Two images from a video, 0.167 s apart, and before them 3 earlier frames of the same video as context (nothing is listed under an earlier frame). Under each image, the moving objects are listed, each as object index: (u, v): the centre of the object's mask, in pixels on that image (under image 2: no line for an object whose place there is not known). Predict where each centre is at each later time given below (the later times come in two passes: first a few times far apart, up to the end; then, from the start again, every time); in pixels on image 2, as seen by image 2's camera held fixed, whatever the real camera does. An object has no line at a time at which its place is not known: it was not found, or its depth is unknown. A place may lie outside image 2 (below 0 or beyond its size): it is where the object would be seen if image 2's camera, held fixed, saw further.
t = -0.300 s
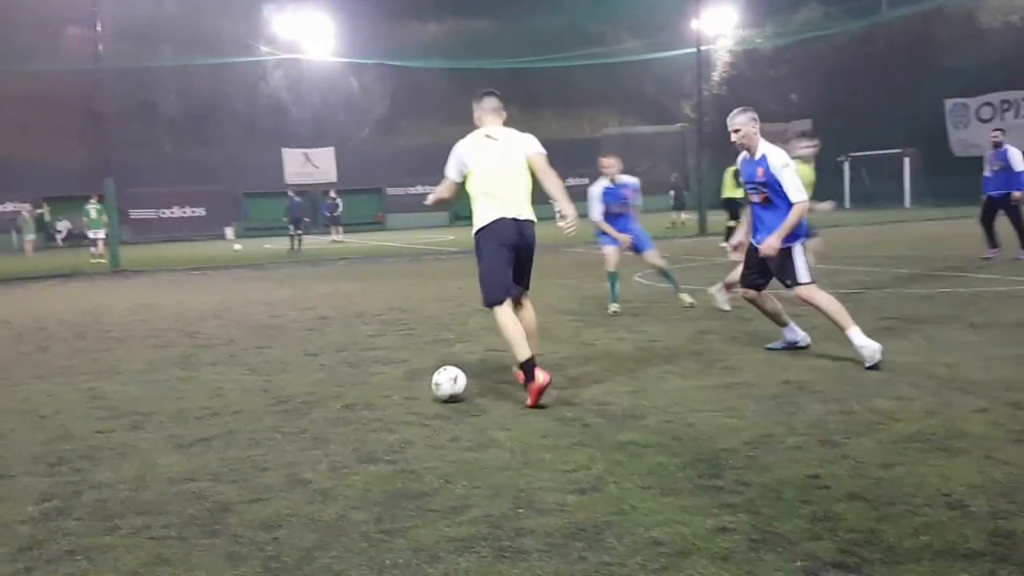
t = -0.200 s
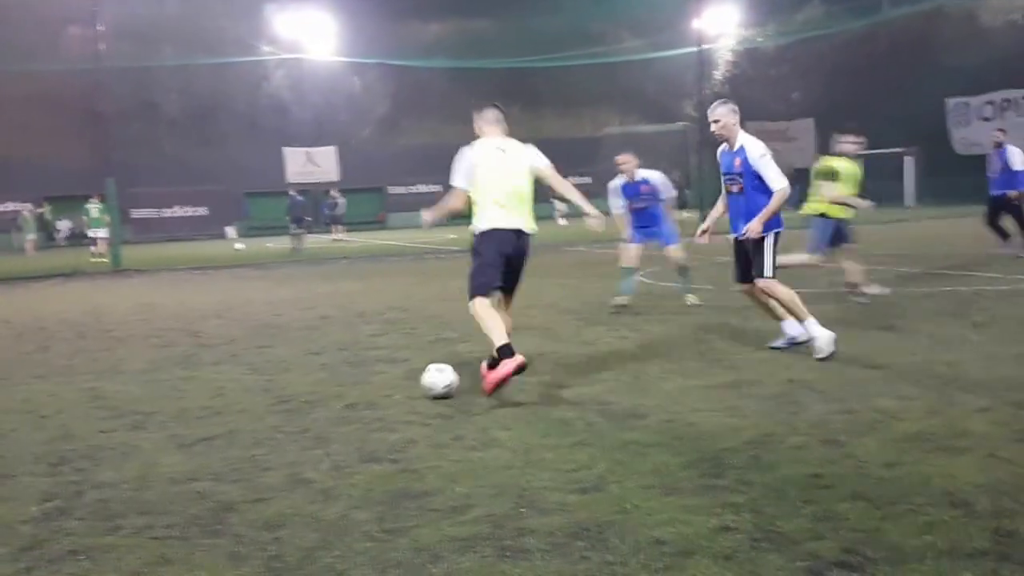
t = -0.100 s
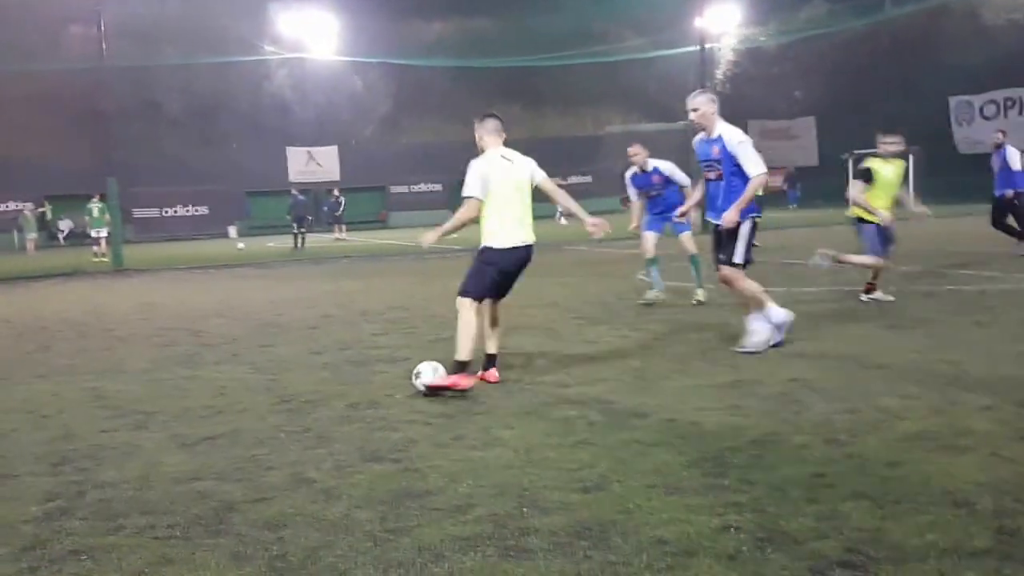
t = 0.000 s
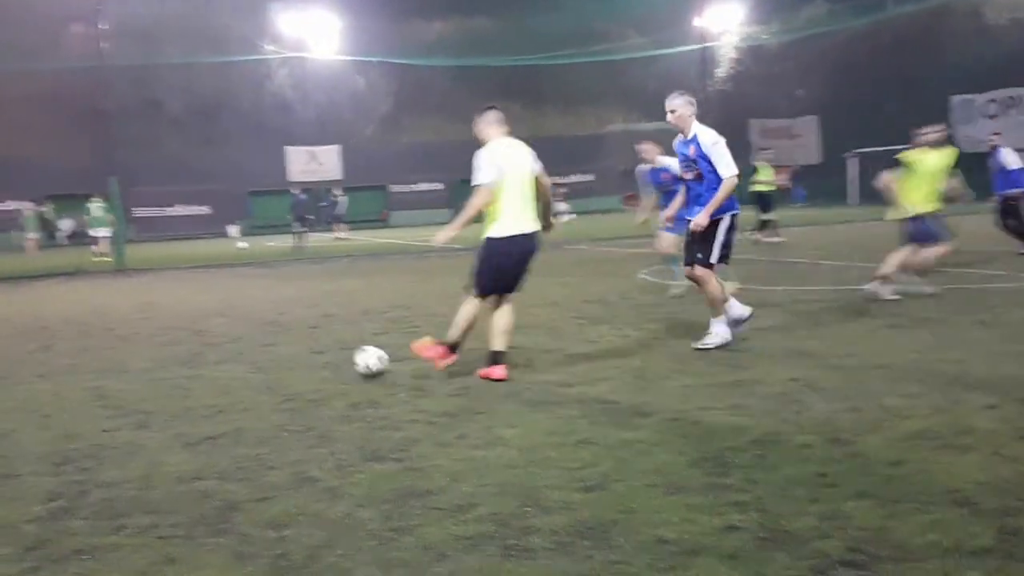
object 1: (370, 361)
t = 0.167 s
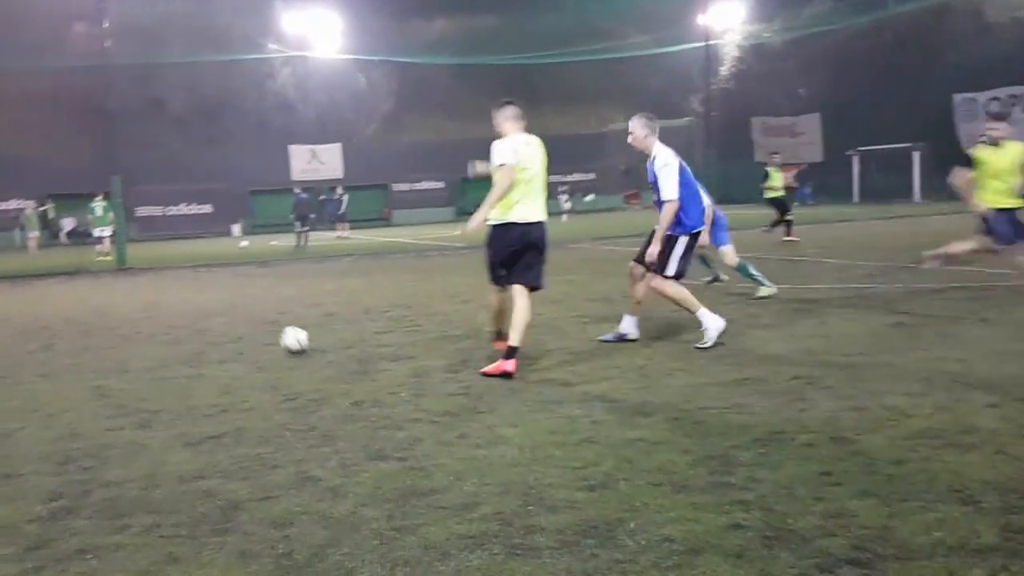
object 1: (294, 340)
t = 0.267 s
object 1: (261, 328)
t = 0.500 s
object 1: (207, 315)
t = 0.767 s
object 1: (168, 309)
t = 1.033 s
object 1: (136, 302)
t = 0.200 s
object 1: (283, 335)
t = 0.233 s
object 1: (272, 330)
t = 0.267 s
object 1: (261, 328)
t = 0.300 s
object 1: (252, 325)
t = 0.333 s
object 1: (243, 325)
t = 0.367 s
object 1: (234, 325)
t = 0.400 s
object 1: (227, 322)
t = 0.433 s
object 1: (220, 319)
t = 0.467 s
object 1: (213, 316)
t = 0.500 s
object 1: (207, 315)
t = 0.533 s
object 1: (201, 316)
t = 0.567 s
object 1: (195, 316)
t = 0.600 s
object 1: (191, 313)
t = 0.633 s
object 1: (185, 310)
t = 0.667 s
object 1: (181, 309)
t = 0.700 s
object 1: (176, 310)
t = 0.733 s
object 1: (173, 311)
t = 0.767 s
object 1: (168, 309)
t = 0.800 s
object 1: (163, 308)
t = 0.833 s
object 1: (159, 307)
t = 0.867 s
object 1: (155, 307)
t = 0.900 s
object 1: (151, 305)
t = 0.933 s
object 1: (147, 304)
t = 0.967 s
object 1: (143, 304)
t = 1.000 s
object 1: (140, 303)
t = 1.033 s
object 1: (136, 302)
